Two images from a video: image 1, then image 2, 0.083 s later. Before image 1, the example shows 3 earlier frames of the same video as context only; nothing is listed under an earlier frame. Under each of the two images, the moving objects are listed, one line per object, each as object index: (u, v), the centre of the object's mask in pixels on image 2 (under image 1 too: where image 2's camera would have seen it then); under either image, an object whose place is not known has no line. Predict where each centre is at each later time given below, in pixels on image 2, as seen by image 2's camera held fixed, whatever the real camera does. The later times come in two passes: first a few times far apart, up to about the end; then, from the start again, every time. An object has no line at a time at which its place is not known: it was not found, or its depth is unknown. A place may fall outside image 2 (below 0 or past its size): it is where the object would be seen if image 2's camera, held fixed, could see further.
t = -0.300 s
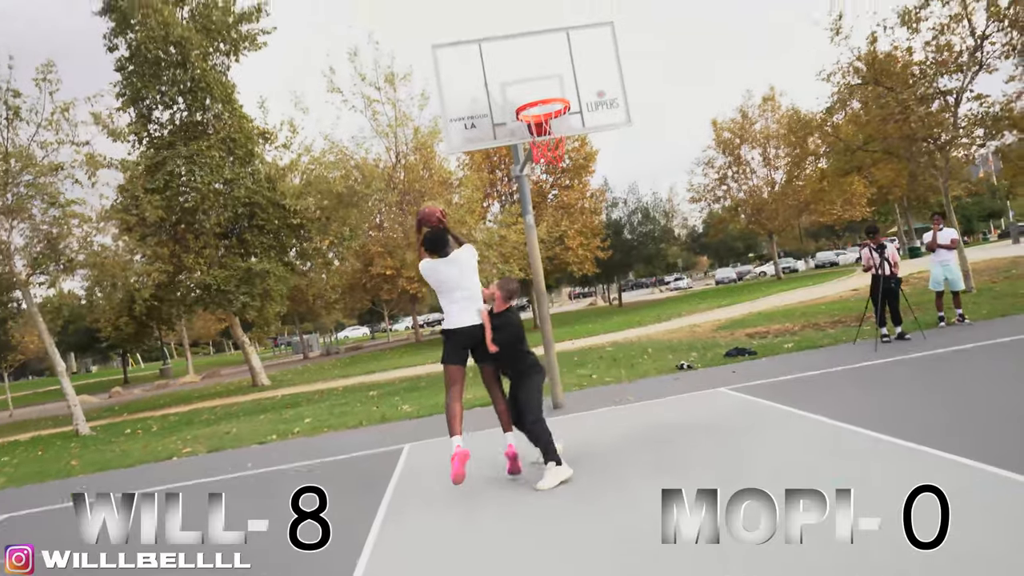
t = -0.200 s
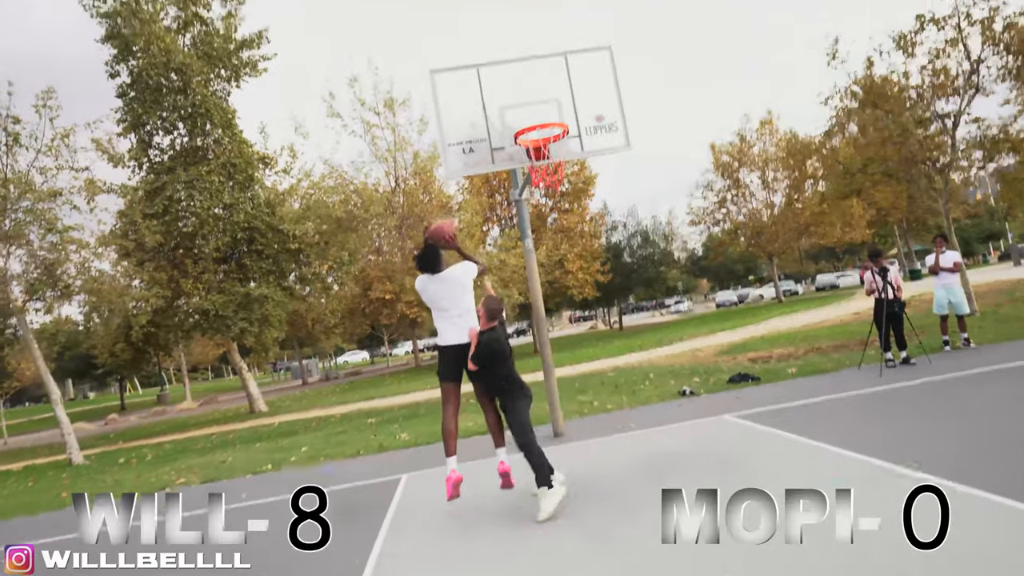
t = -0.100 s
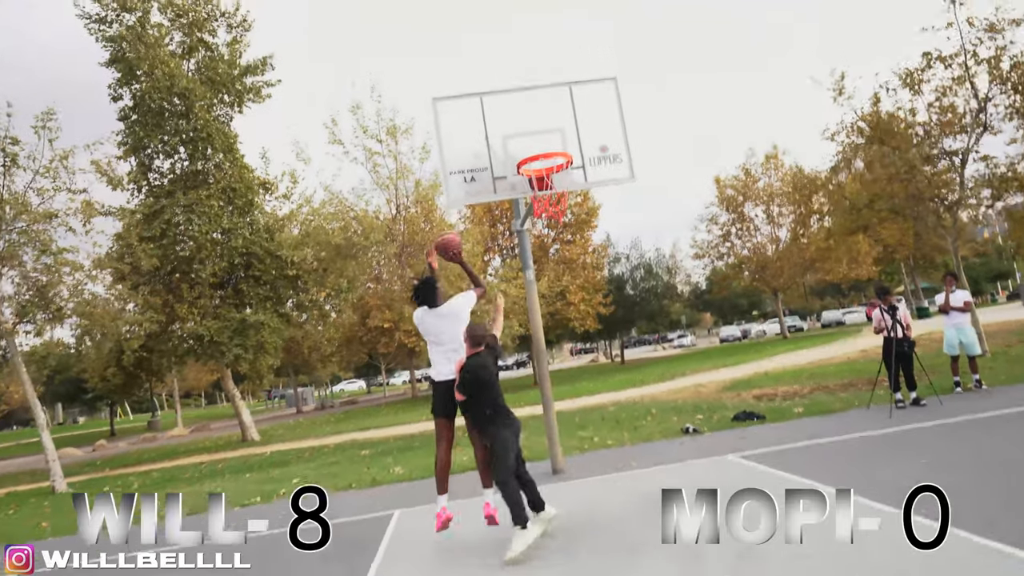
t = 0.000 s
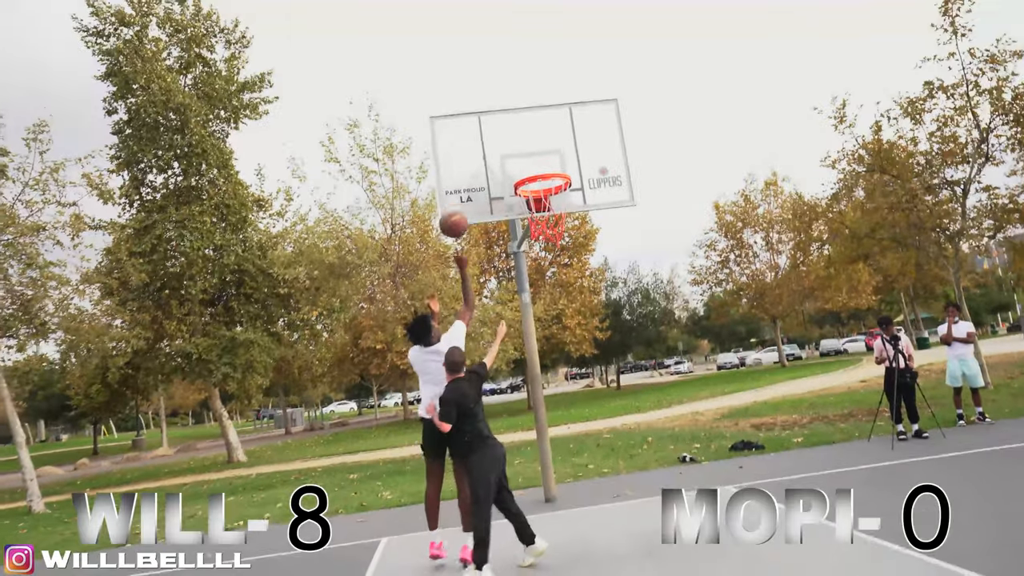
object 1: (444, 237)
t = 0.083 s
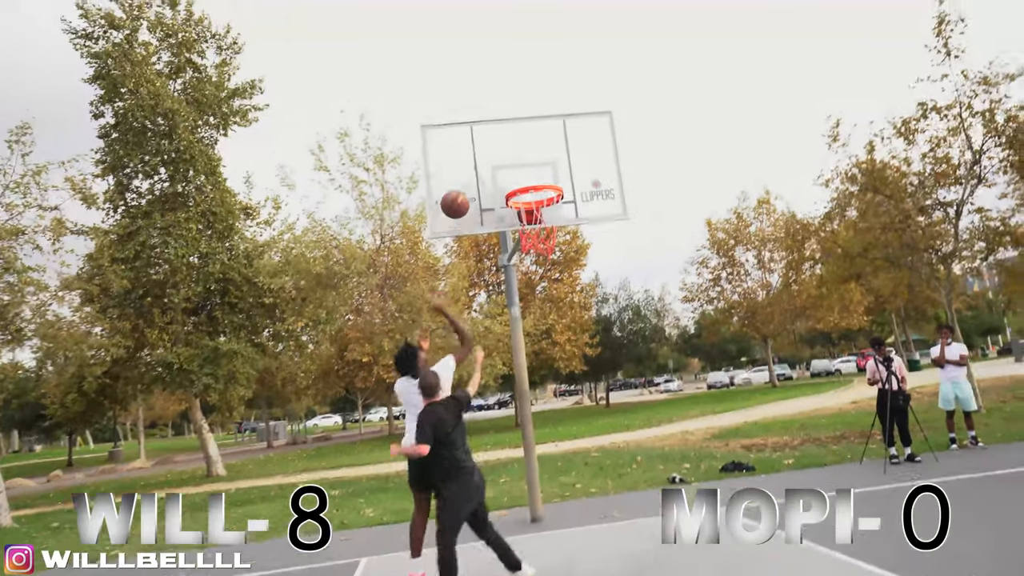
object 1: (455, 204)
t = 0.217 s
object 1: (474, 169)
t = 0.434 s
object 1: (507, 159)
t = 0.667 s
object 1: (539, 180)
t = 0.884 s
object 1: (518, 202)
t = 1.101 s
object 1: (500, 232)
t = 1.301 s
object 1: (500, 299)
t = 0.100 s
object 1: (457, 198)
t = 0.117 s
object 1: (459, 193)
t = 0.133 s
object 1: (462, 188)
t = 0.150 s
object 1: (464, 184)
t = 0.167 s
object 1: (466, 180)
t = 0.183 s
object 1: (469, 176)
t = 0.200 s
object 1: (471, 172)
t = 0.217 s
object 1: (474, 169)
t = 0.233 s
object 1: (476, 167)
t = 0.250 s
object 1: (479, 165)
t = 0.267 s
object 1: (481, 163)
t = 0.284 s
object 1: (484, 161)
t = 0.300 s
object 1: (487, 160)
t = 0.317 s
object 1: (489, 159)
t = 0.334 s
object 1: (492, 159)
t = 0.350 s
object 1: (495, 158)
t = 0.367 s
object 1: (497, 158)
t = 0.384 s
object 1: (500, 158)
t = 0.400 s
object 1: (502, 158)
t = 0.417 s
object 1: (505, 158)
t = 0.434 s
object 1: (507, 159)
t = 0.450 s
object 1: (509, 160)
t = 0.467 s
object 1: (511, 161)
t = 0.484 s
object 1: (514, 161)
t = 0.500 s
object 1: (516, 163)
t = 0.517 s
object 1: (519, 164)
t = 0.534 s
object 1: (521, 165)
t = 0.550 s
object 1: (524, 166)
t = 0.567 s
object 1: (526, 167)
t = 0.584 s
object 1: (529, 172)
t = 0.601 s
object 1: (531, 174)
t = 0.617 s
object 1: (533, 181)
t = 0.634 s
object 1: (537, 180)
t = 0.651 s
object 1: (537, 180)
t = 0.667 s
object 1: (539, 180)
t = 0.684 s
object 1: (541, 178)
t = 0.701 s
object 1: (542, 178)
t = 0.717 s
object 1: (545, 180)
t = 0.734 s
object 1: (546, 180)
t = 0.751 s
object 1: (545, 185)
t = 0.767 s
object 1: (542, 185)
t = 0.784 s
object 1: (537, 186)
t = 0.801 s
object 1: (534, 187)
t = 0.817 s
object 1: (530, 188)
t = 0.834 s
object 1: (528, 193)
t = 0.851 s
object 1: (524, 196)
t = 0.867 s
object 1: (522, 199)
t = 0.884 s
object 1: (518, 202)
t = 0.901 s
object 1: (515, 205)
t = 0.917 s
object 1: (513, 207)
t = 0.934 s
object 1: (511, 209)
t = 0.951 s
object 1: (508, 211)
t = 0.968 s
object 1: (506, 211)
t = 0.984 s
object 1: (505, 214)
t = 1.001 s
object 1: (503, 216)
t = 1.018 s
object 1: (502, 217)
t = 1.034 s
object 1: (501, 220)
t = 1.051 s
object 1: (501, 221)
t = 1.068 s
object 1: (501, 222)
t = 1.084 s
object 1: (500, 230)
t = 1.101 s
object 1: (500, 232)
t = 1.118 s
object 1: (499, 234)
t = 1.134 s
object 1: (498, 238)
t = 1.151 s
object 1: (498, 239)
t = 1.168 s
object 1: (498, 247)
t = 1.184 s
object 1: (497, 253)
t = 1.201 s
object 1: (498, 257)
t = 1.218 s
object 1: (498, 263)
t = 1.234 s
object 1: (499, 270)
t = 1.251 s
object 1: (499, 278)
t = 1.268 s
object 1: (499, 284)
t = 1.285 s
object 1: (500, 291)
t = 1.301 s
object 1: (500, 299)
